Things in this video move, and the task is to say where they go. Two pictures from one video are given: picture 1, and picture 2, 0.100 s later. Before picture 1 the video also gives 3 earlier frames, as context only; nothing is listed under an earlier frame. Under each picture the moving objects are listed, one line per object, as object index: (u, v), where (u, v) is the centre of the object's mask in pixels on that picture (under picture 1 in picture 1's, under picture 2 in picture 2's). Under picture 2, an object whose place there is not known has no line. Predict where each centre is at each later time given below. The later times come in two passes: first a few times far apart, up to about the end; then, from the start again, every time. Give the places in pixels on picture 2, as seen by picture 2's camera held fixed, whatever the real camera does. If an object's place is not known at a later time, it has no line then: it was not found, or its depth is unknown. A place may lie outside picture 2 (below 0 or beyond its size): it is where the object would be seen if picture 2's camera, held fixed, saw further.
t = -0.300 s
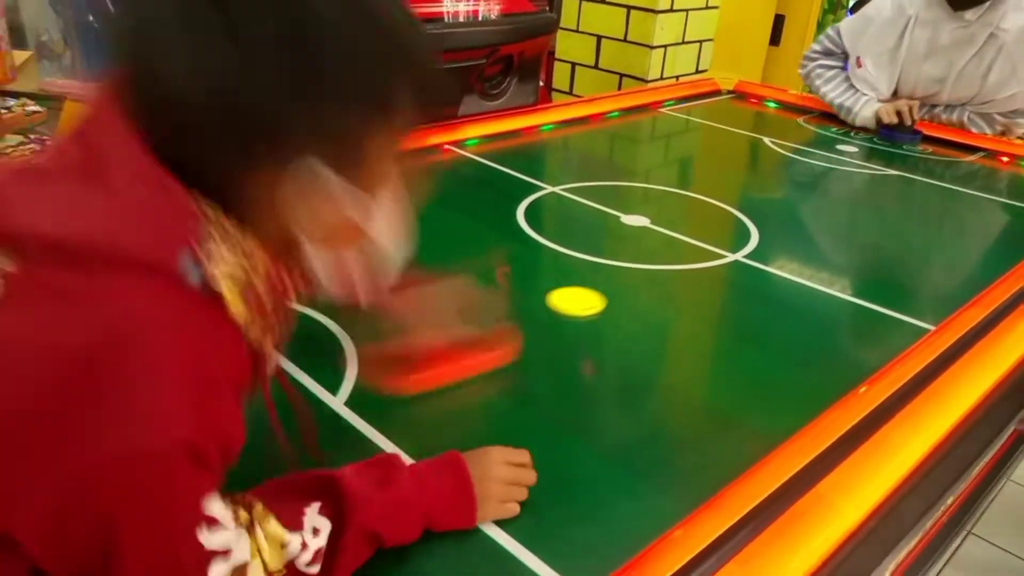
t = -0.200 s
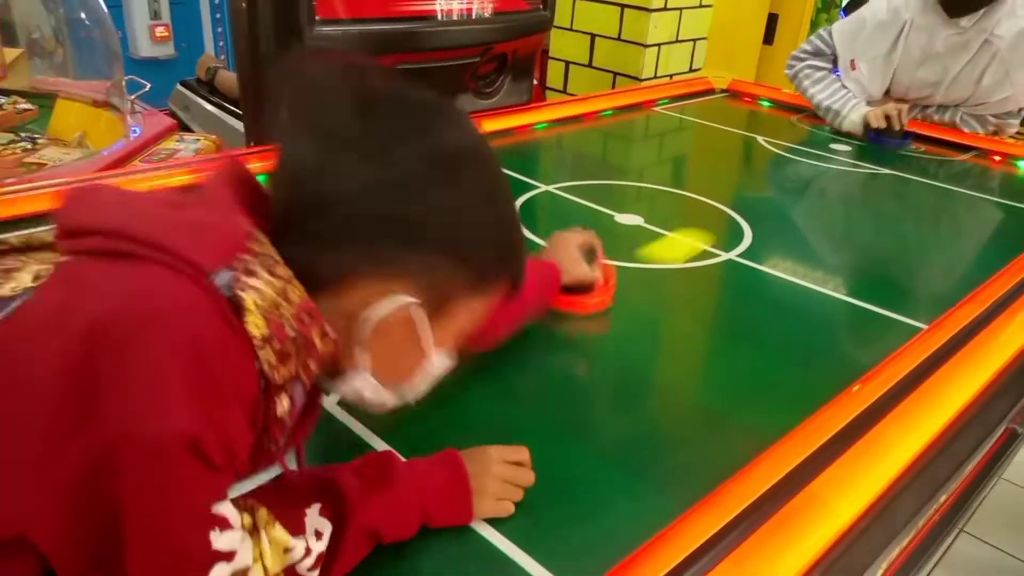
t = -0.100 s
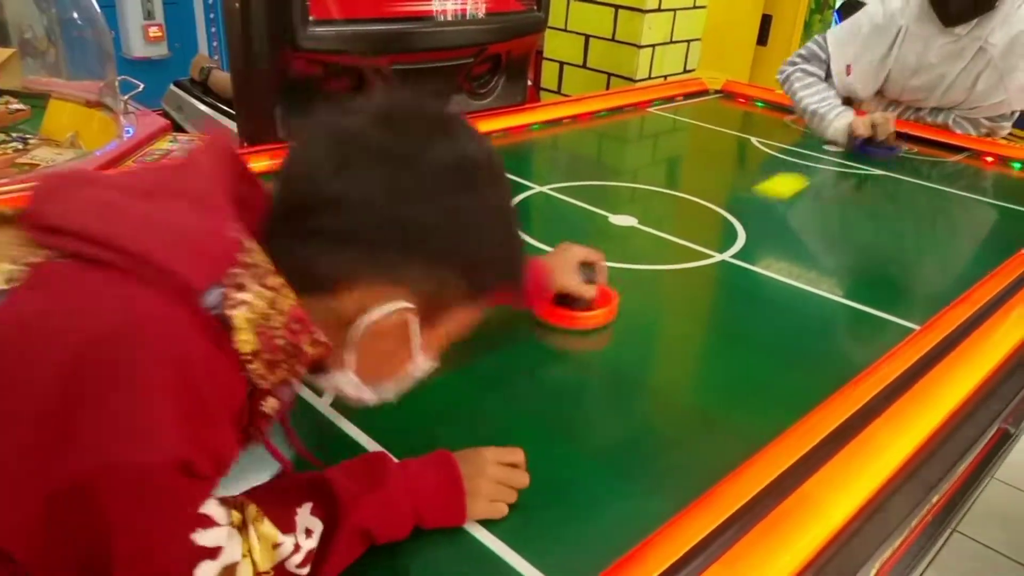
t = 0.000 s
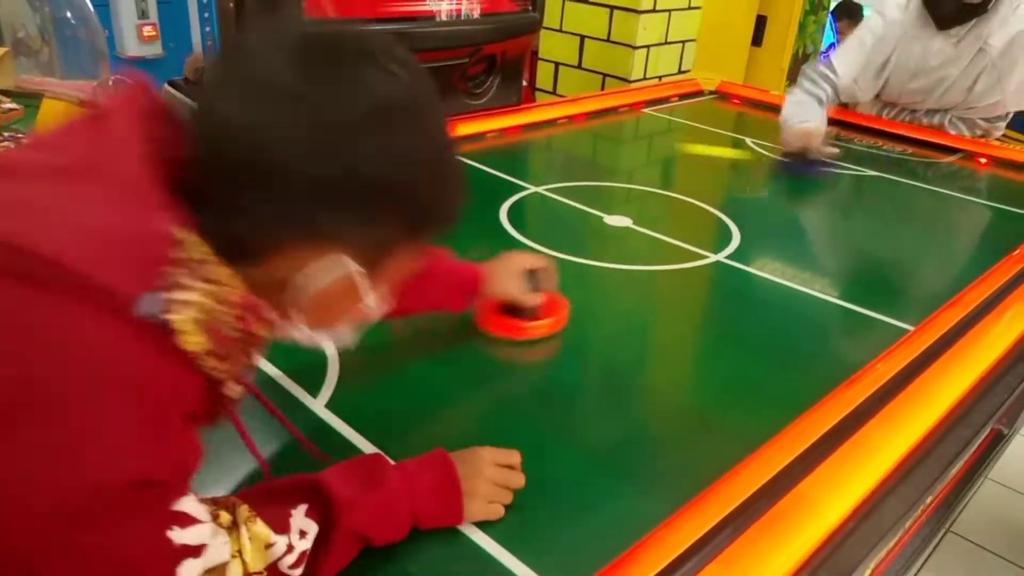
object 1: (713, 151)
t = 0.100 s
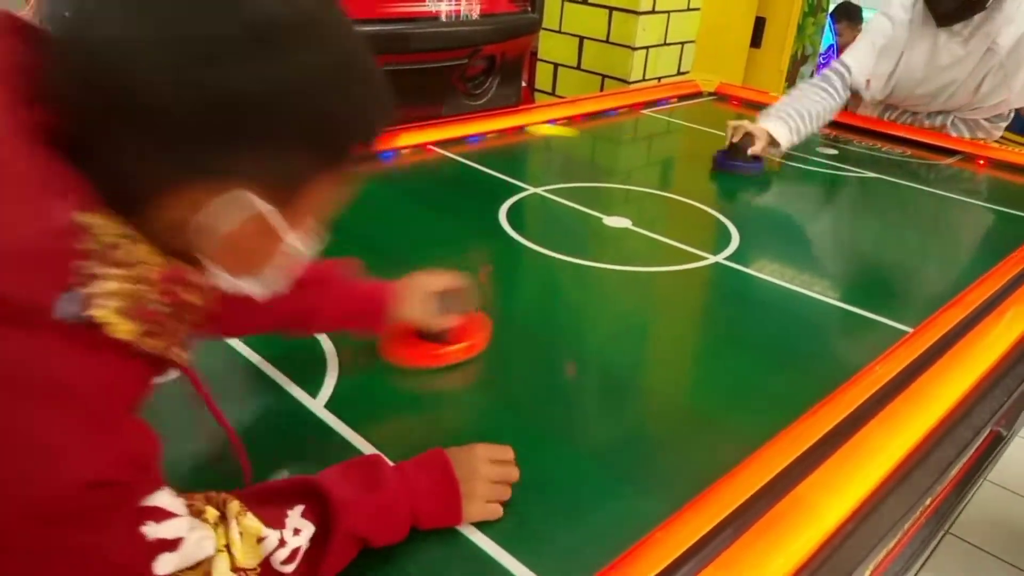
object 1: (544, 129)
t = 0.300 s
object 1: (581, 199)
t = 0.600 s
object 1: (680, 436)
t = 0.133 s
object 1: (541, 134)
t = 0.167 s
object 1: (547, 145)
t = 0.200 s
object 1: (553, 157)
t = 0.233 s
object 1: (561, 170)
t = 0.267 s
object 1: (571, 184)
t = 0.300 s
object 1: (581, 199)
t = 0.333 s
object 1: (592, 217)
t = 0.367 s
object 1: (603, 236)
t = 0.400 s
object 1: (618, 257)
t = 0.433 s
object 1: (631, 281)
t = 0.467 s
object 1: (647, 306)
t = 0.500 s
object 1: (667, 335)
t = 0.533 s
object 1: (692, 373)
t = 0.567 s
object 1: (718, 413)
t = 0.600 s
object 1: (680, 436)
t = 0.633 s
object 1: (624, 429)
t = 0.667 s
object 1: (570, 423)
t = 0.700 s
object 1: (516, 415)
